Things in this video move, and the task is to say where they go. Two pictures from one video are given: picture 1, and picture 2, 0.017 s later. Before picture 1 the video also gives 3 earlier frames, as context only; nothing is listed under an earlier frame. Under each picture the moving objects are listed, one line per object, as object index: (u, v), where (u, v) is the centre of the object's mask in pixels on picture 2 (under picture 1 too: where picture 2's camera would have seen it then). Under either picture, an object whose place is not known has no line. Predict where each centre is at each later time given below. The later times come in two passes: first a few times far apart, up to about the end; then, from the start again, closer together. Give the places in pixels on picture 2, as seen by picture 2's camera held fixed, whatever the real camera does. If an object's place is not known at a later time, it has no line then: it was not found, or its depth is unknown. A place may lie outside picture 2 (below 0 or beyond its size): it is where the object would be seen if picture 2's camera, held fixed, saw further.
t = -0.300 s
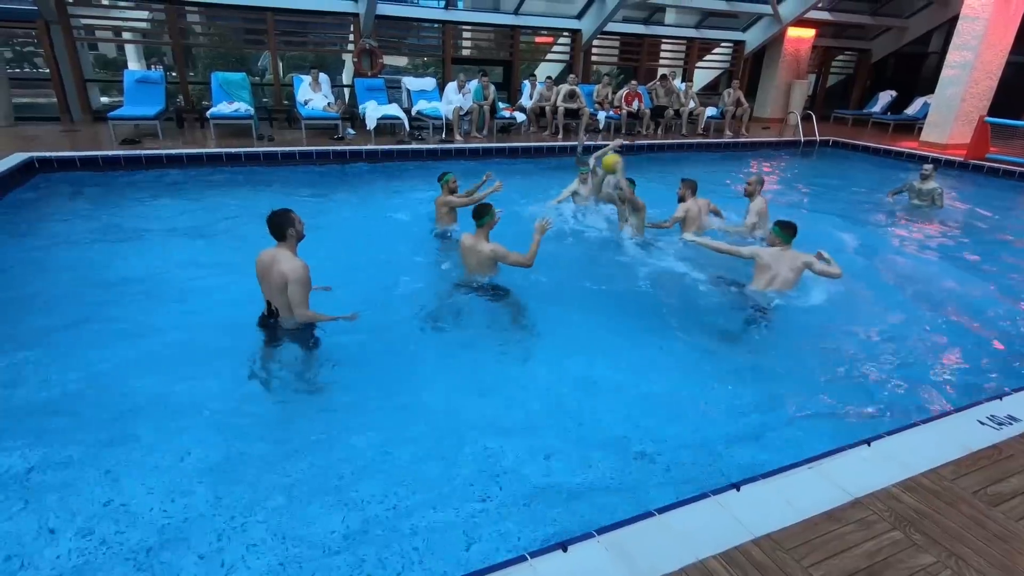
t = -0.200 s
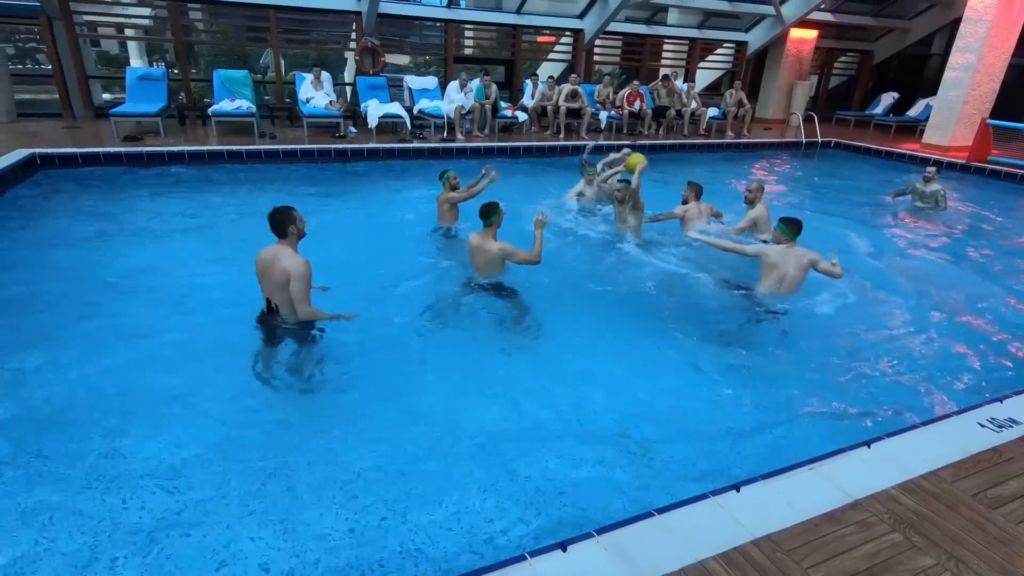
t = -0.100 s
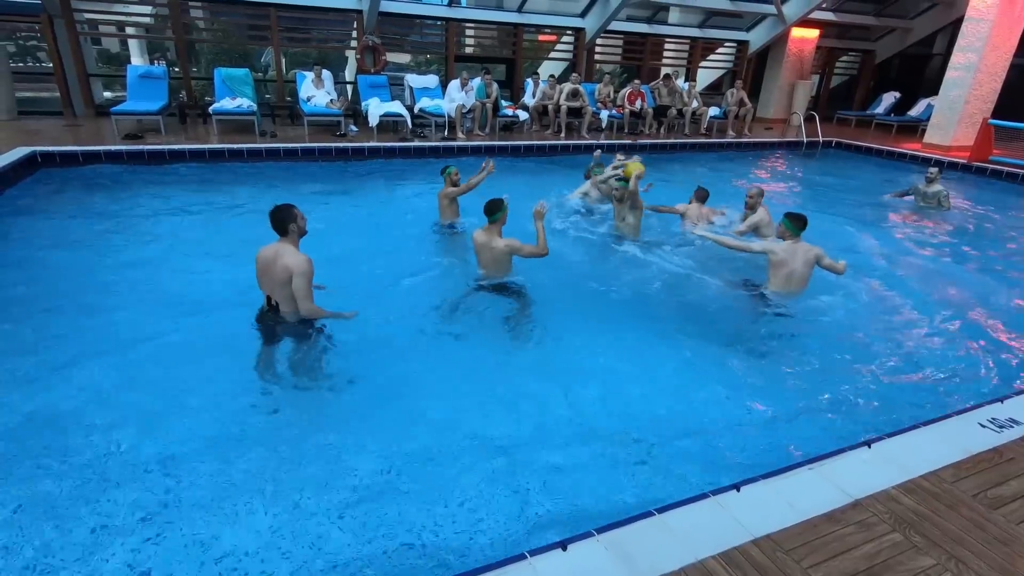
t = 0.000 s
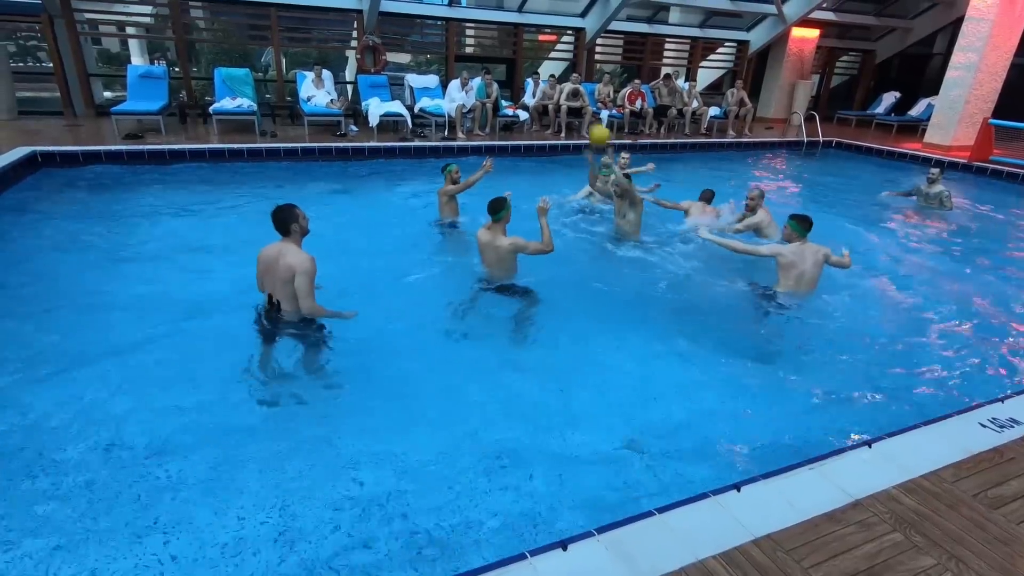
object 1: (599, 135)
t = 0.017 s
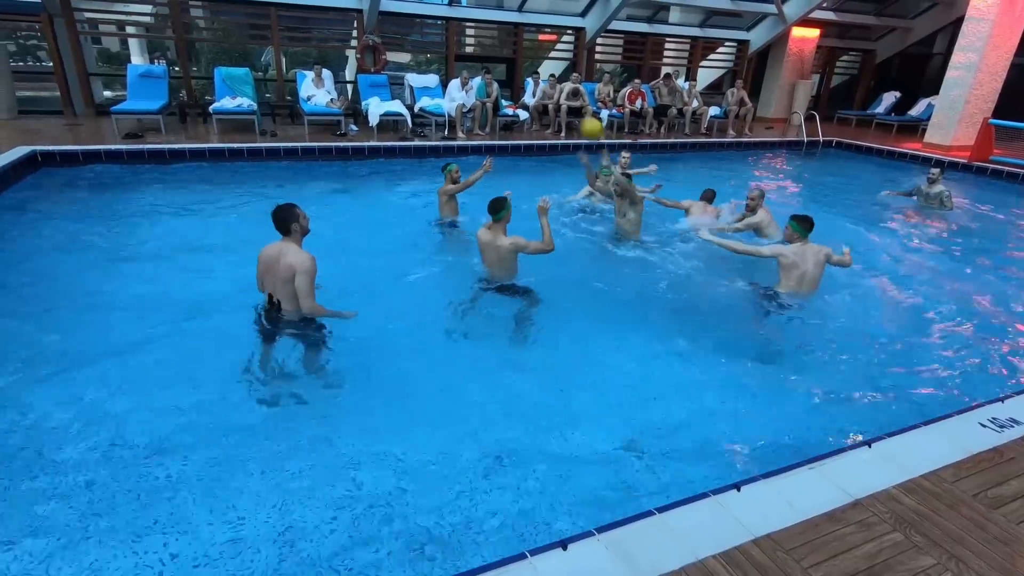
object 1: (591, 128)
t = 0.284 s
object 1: (443, 61)
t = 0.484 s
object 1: (312, 61)
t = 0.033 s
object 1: (584, 123)
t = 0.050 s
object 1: (575, 118)
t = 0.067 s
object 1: (567, 112)
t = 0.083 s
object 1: (558, 107)
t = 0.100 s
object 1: (549, 101)
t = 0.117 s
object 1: (542, 97)
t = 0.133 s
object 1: (532, 92)
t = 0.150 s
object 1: (521, 87)
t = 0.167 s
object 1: (513, 84)
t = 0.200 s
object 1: (495, 76)
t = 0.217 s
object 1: (485, 71)
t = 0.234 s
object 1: (475, 68)
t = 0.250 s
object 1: (465, 66)
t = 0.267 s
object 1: (454, 63)
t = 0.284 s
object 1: (443, 61)
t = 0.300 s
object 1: (433, 59)
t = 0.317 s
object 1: (422, 57)
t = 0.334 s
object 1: (412, 56)
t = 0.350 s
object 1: (401, 56)
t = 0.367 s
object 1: (390, 55)
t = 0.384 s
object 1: (379, 55)
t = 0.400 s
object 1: (368, 56)
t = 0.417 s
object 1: (358, 56)
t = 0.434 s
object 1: (346, 56)
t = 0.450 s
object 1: (335, 57)
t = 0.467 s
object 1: (323, 59)
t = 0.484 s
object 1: (312, 61)
